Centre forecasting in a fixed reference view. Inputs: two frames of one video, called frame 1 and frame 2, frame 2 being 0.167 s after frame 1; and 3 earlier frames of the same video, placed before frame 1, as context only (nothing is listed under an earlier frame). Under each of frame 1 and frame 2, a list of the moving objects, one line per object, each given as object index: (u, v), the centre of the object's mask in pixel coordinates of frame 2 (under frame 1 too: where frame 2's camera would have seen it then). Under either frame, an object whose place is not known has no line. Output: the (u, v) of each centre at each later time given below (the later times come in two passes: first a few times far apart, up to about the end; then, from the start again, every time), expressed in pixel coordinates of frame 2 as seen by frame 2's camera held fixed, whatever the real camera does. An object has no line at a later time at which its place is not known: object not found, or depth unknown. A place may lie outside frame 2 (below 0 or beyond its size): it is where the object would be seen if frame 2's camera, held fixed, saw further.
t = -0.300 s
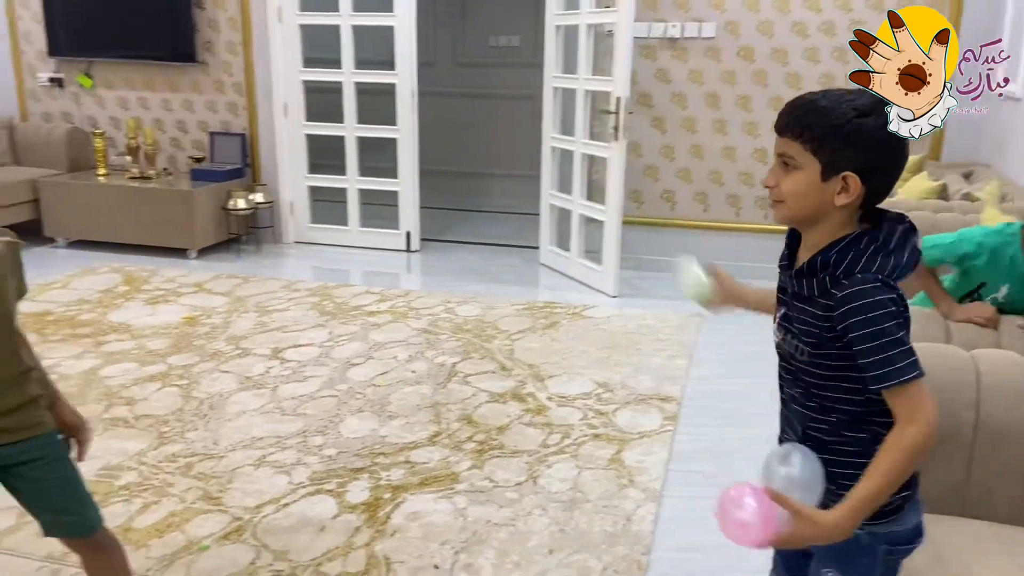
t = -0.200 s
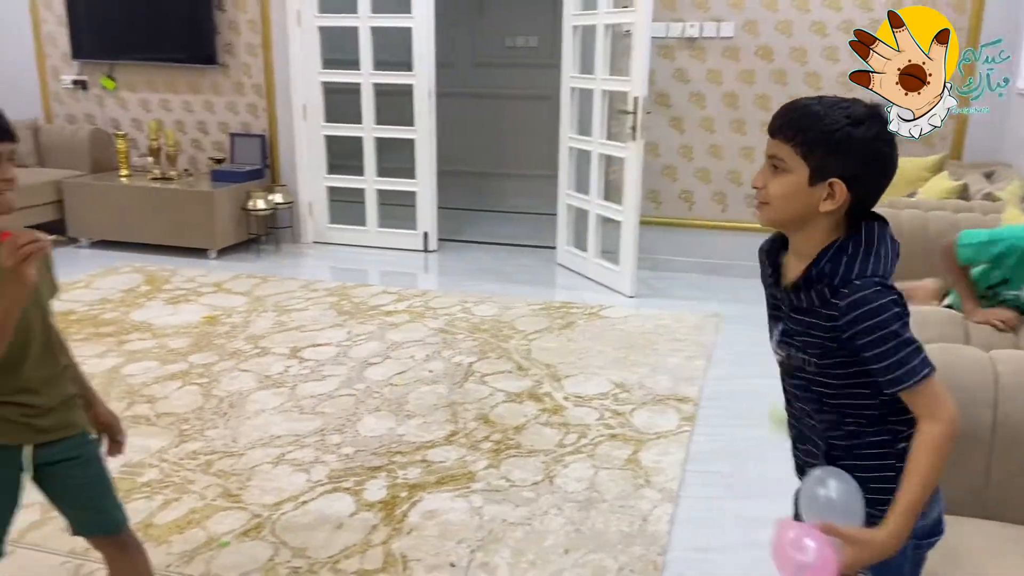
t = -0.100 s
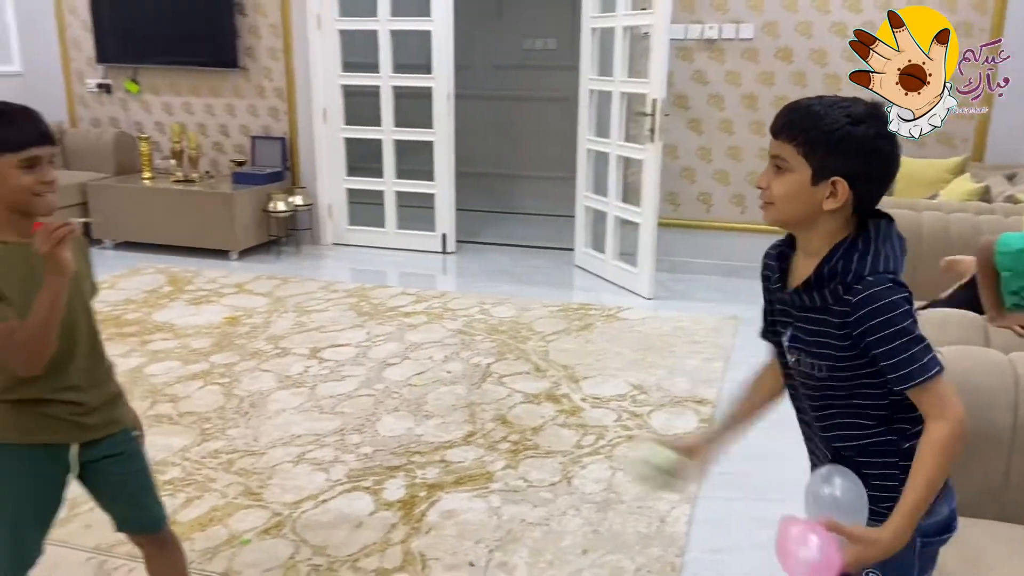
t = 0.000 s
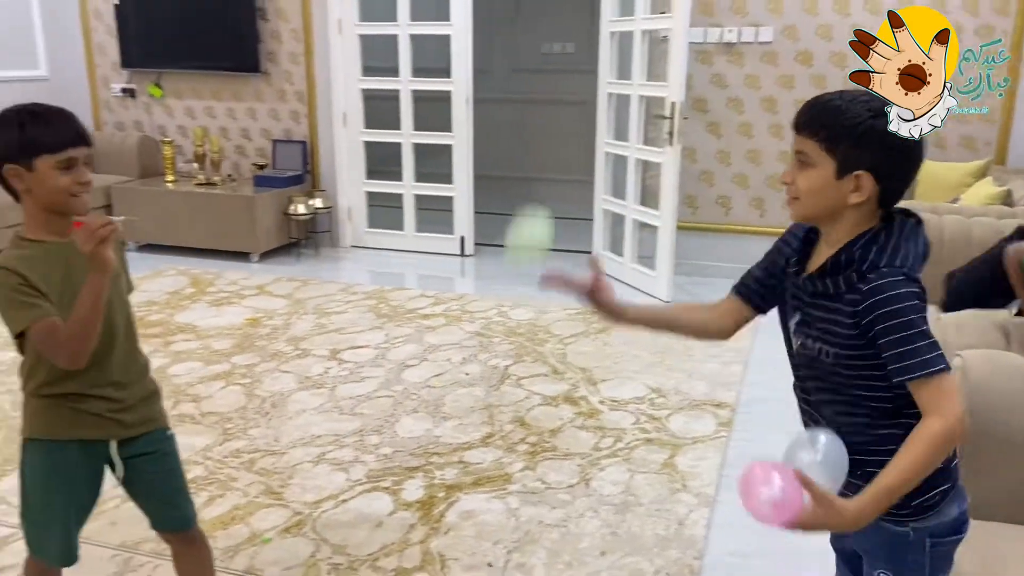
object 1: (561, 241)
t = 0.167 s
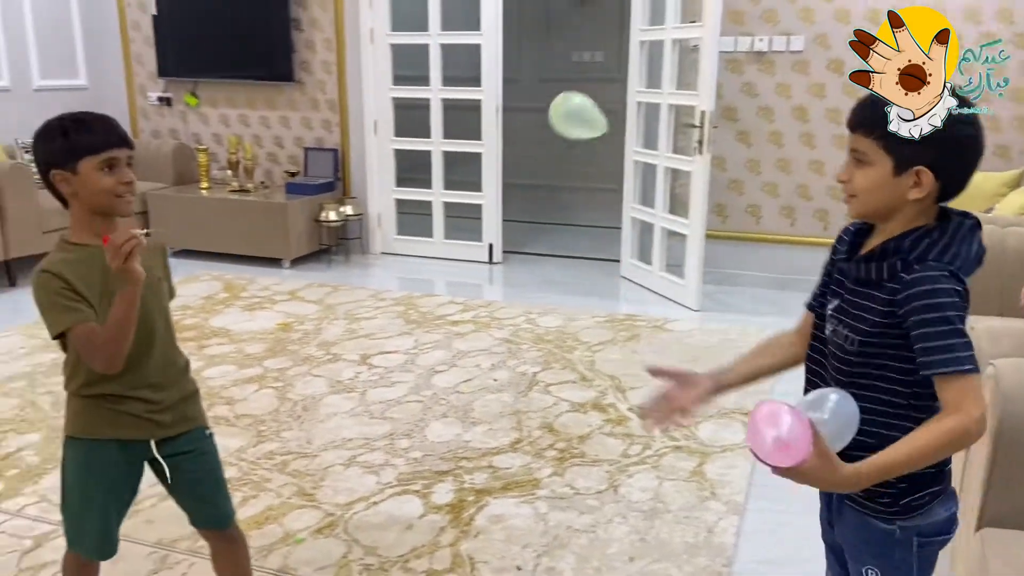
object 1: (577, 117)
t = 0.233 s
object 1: (581, 101)
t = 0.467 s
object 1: (571, 115)
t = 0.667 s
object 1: (551, 175)
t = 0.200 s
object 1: (579, 107)
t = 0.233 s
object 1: (581, 101)
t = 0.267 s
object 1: (582, 98)
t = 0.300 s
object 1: (581, 97)
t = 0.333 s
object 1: (580, 98)
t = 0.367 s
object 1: (578, 100)
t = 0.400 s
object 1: (576, 104)
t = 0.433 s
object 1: (574, 109)
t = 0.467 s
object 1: (571, 115)
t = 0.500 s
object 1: (568, 122)
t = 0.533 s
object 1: (565, 131)
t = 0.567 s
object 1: (561, 140)
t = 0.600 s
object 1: (558, 150)
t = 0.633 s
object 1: (555, 162)
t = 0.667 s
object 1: (551, 175)
